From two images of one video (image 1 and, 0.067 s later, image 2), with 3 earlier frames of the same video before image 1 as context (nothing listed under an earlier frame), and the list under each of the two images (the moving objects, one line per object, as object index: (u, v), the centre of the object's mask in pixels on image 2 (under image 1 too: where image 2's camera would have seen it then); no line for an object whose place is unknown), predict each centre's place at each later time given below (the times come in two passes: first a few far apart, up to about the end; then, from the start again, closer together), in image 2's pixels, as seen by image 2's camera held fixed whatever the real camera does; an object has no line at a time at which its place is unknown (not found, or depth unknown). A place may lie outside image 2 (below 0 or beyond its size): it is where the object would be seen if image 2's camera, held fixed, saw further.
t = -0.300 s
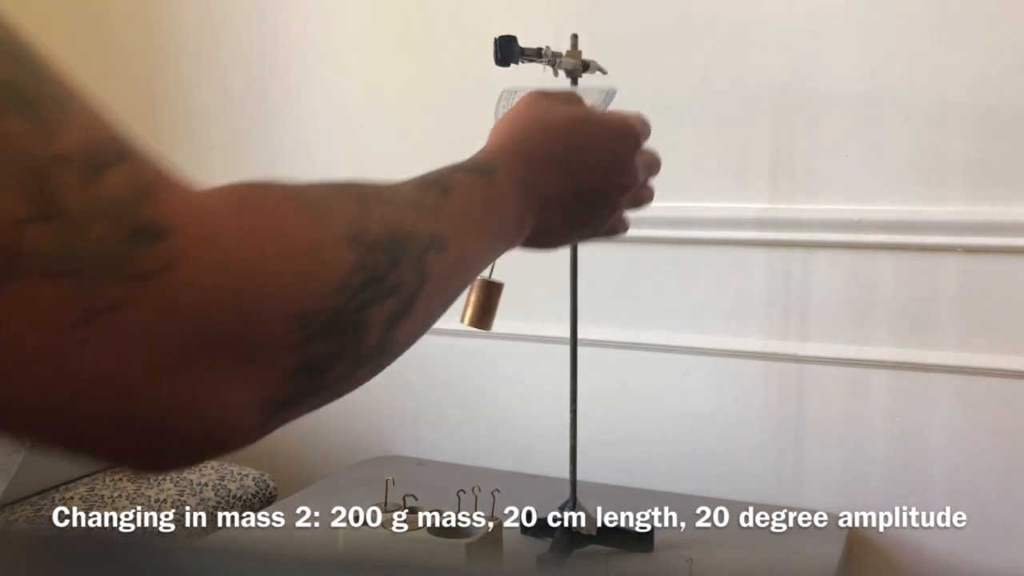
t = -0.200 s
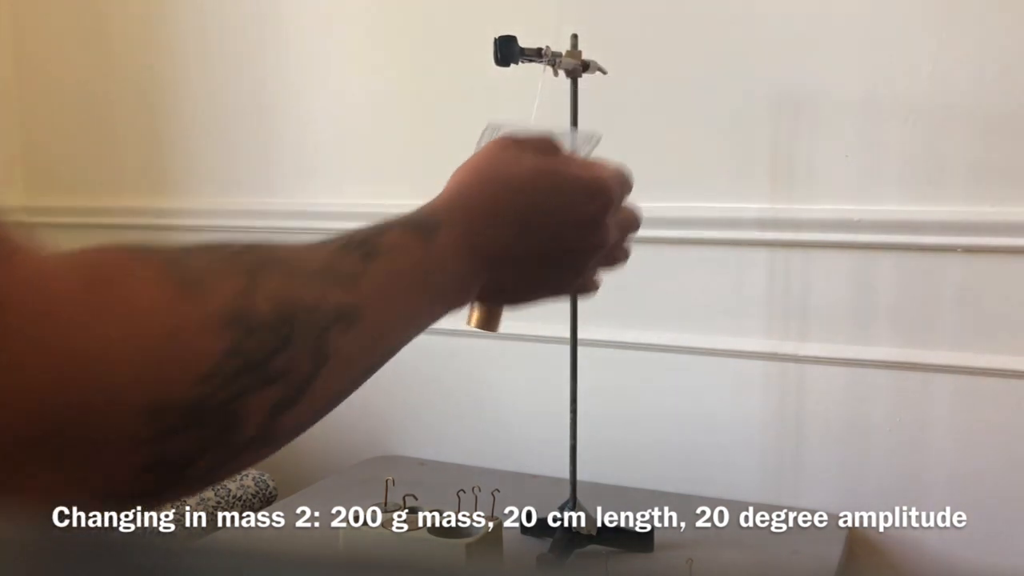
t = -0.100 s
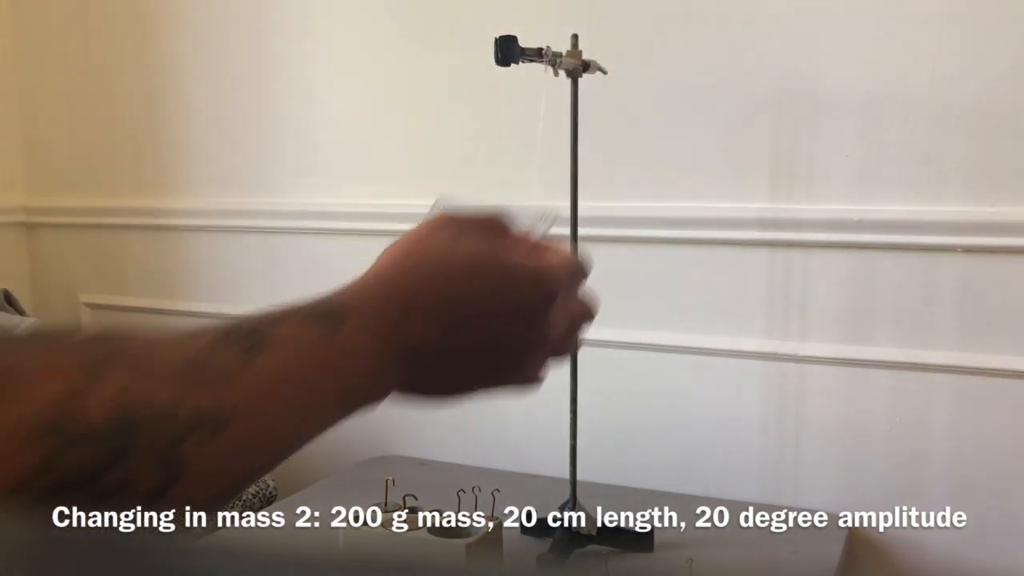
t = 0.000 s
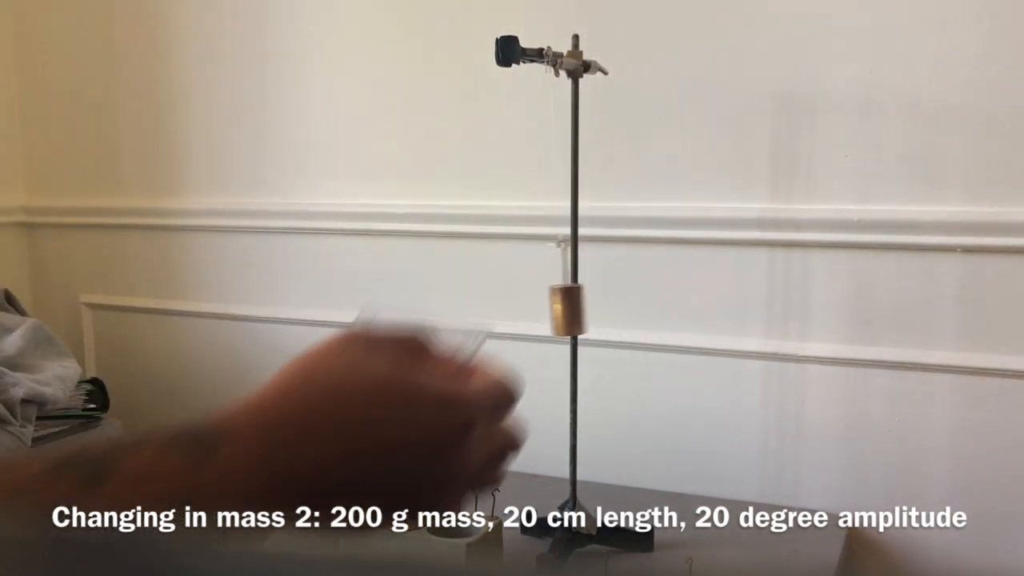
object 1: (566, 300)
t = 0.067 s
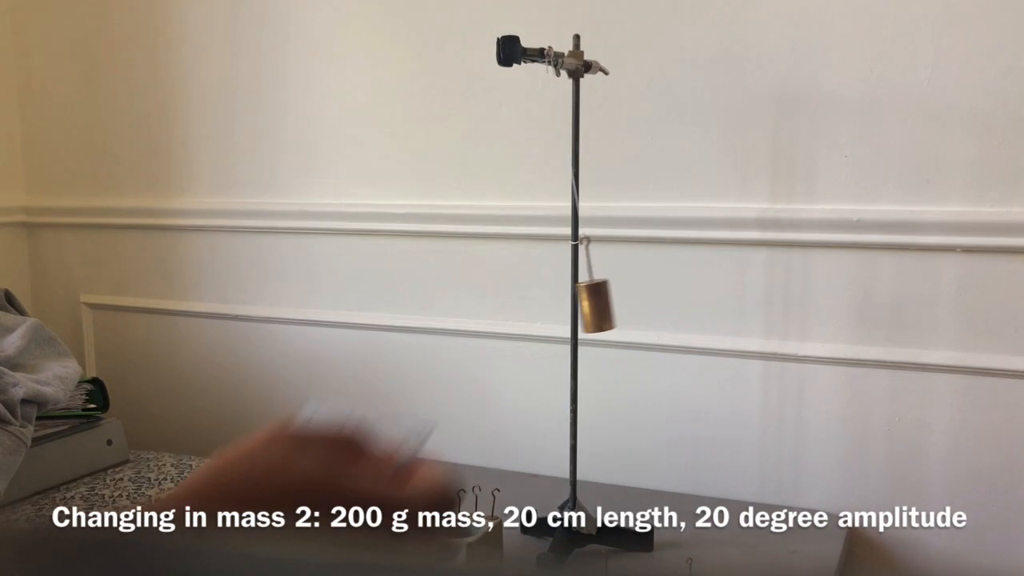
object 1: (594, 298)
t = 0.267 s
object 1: (614, 294)
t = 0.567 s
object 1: (505, 298)
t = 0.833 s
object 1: (519, 299)
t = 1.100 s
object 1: (613, 295)
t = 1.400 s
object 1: (549, 300)
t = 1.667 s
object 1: (492, 298)
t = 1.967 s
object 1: (592, 299)
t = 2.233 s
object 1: (593, 298)
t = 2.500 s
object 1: (501, 299)
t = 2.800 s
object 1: (547, 302)
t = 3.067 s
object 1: (610, 295)
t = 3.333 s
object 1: (537, 301)
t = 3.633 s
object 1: (510, 301)
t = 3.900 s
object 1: (598, 300)
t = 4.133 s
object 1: (588, 299)
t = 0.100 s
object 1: (605, 296)
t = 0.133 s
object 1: (613, 295)
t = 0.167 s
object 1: (617, 294)
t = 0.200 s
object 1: (619, 294)
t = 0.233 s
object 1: (618, 293)
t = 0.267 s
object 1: (614, 294)
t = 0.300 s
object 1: (606, 296)
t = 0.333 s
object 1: (597, 297)
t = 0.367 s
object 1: (586, 307)
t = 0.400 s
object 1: (570, 299)
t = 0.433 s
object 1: (555, 300)
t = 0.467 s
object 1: (542, 300)
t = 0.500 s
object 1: (528, 300)
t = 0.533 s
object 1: (515, 300)
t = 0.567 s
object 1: (505, 298)
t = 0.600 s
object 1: (496, 298)
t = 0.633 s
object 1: (490, 297)
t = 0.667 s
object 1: (487, 297)
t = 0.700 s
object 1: (488, 297)
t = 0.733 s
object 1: (491, 297)
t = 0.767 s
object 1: (498, 299)
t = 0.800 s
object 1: (507, 300)
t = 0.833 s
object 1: (519, 299)
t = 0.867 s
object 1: (532, 301)
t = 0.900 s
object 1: (546, 301)
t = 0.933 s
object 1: (560, 301)
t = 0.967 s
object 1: (575, 309)
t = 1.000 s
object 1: (588, 301)
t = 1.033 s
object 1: (598, 298)
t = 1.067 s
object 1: (607, 296)
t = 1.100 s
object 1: (613, 295)
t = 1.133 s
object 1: (616, 294)
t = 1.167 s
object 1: (616, 294)
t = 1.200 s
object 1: (613, 294)
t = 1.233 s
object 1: (607, 295)
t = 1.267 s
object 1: (599, 297)
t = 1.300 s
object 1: (588, 298)
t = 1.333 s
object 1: (577, 308)
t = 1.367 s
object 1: (563, 300)
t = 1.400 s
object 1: (549, 300)
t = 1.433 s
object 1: (536, 300)
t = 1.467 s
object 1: (523, 300)
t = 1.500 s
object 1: (512, 299)
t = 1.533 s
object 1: (502, 298)
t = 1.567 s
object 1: (495, 298)
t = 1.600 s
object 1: (491, 297)
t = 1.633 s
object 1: (490, 297)
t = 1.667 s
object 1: (492, 298)
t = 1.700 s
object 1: (497, 299)
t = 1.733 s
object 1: (505, 299)
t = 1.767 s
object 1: (515, 300)
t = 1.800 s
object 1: (527, 301)
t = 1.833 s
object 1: (540, 302)
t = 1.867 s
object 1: (553, 301)
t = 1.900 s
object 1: (567, 301)
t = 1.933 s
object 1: (581, 309)
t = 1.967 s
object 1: (592, 299)
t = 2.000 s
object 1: (601, 297)
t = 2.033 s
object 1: (608, 296)
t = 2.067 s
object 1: (612, 295)
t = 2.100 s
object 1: (613, 295)
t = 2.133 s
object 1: (612, 296)
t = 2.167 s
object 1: (608, 296)
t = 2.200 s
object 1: (601, 296)
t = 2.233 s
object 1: (593, 298)
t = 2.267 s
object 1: (582, 307)
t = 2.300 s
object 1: (568, 299)
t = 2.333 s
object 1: (555, 300)
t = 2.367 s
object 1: (542, 300)
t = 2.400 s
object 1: (530, 299)
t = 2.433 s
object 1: (518, 300)
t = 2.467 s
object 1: (509, 299)
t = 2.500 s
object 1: (501, 299)
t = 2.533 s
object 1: (496, 299)
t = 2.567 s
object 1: (493, 298)
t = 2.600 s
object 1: (494, 298)
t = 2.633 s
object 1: (497, 299)
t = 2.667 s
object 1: (503, 299)
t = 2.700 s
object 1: (512, 300)
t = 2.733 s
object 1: (522, 301)
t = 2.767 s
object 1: (535, 302)
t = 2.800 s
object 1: (547, 302)
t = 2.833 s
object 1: (561, 302)
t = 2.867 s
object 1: (573, 304)
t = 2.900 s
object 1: (585, 303)
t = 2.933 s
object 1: (595, 298)
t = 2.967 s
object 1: (602, 297)
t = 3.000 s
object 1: (607, 296)
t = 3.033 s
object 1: (610, 295)
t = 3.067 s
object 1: (610, 295)
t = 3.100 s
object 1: (607, 295)
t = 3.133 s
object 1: (602, 296)
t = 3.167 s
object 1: (595, 298)
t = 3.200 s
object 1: (585, 303)
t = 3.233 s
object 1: (573, 301)
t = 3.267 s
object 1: (561, 301)
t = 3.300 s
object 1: (549, 300)
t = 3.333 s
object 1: (537, 301)
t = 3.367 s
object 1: (525, 300)
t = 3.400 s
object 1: (515, 300)
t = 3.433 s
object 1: (506, 300)
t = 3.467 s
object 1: (500, 300)
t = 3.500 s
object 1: (496, 300)
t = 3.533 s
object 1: (496, 300)
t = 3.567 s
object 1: (498, 301)
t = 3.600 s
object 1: (502, 301)
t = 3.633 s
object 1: (510, 301)
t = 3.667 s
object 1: (519, 301)
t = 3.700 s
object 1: (530, 302)
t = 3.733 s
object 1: (542, 303)
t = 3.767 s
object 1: (554, 303)
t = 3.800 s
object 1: (567, 302)
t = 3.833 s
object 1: (579, 309)
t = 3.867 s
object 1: (588, 301)
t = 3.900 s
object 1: (598, 300)
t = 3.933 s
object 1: (603, 298)
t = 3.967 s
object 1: (607, 298)
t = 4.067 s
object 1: (602, 298)
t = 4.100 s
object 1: (596, 298)
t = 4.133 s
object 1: (588, 299)
